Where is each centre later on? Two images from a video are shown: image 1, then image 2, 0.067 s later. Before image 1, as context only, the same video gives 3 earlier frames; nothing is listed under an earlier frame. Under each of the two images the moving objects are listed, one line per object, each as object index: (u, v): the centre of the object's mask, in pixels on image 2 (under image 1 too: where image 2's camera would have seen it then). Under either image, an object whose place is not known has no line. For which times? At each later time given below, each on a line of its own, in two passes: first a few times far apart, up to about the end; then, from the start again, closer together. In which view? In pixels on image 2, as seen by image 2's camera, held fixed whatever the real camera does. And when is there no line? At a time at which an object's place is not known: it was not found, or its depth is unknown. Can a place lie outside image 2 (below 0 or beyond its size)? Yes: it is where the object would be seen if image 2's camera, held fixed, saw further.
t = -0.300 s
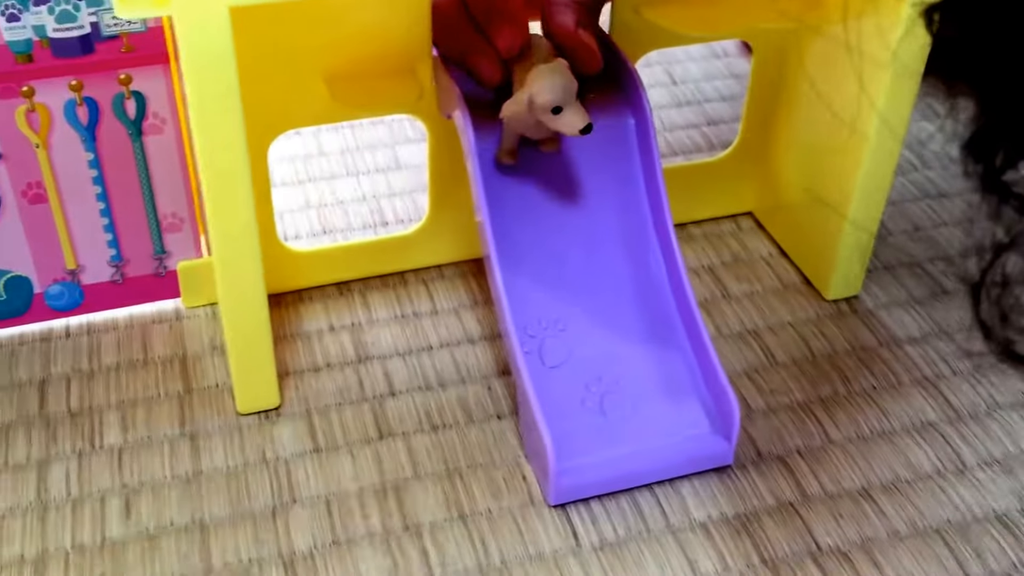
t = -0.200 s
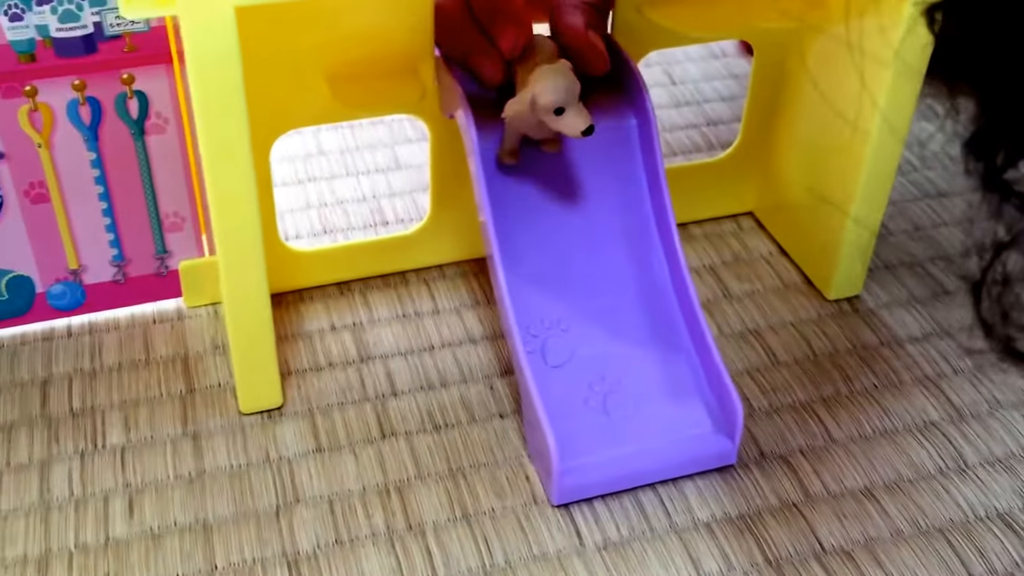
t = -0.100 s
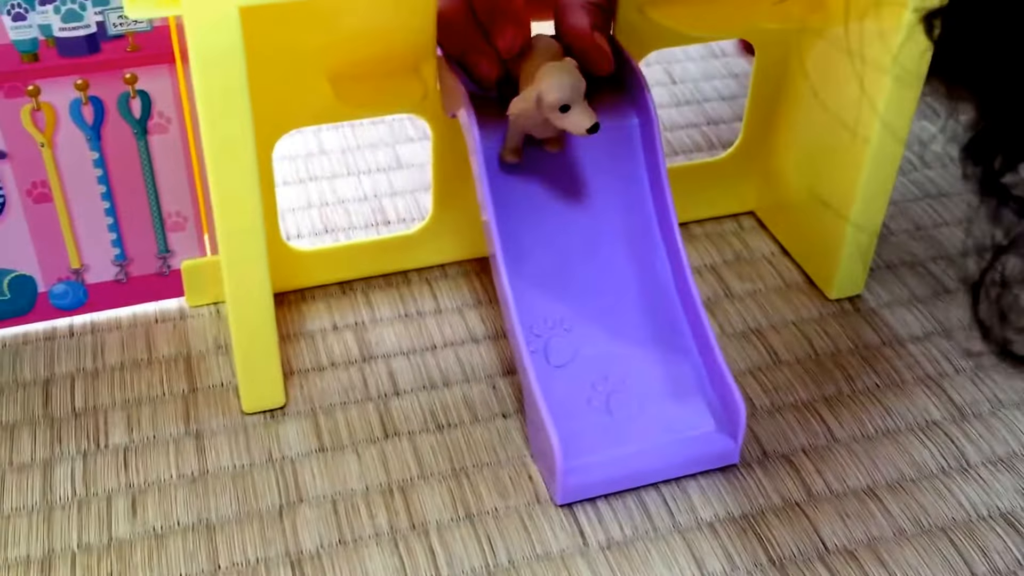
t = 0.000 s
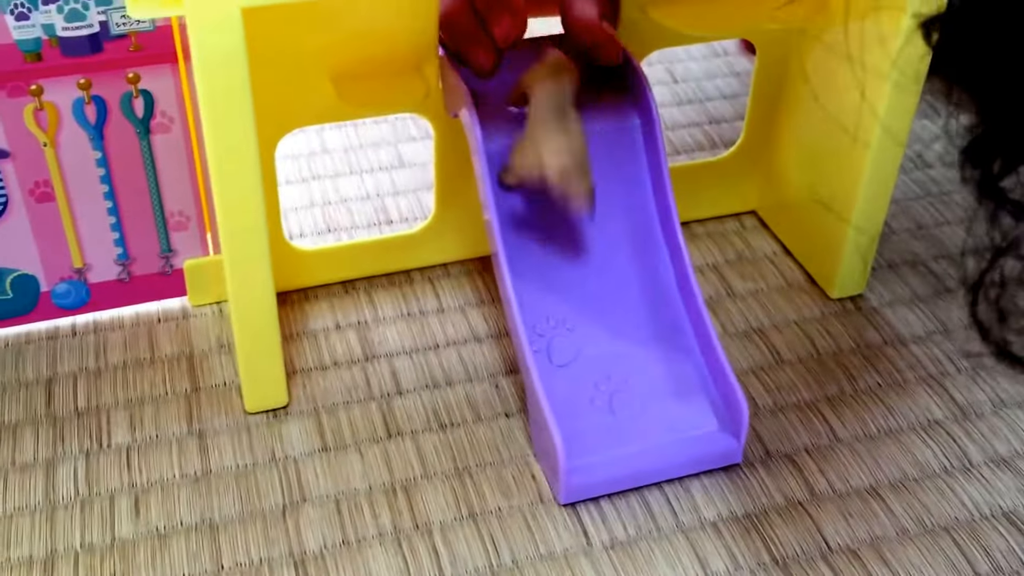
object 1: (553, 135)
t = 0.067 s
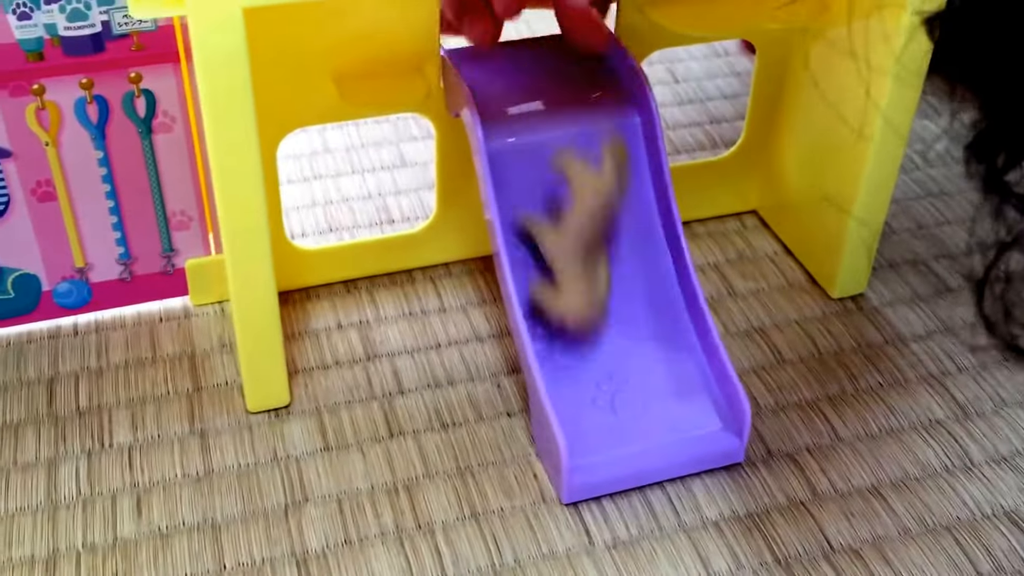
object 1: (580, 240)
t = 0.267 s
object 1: (569, 492)
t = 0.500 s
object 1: (634, 553)
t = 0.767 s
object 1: (633, 557)
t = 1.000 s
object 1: (631, 559)
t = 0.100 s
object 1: (592, 293)
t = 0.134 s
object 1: (602, 328)
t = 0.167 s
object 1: (592, 361)
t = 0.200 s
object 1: (571, 395)
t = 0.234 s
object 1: (552, 464)
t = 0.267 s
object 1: (569, 492)
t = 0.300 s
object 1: (611, 523)
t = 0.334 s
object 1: (626, 543)
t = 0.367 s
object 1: (644, 553)
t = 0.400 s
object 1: (646, 555)
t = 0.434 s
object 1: (645, 556)
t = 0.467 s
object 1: (641, 556)
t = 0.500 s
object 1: (634, 553)
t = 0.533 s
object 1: (631, 550)
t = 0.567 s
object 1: (634, 554)
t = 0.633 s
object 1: (633, 554)
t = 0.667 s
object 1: (633, 555)
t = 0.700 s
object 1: (633, 556)
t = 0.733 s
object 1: (632, 557)
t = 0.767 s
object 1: (633, 557)
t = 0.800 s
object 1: (631, 558)
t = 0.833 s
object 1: (632, 558)
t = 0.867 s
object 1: (631, 558)
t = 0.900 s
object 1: (632, 558)
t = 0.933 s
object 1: (632, 558)
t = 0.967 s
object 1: (631, 559)
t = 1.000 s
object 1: (631, 559)
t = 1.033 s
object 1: (631, 559)
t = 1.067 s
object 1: (631, 558)
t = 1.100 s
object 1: (632, 559)
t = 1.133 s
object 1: (632, 559)
